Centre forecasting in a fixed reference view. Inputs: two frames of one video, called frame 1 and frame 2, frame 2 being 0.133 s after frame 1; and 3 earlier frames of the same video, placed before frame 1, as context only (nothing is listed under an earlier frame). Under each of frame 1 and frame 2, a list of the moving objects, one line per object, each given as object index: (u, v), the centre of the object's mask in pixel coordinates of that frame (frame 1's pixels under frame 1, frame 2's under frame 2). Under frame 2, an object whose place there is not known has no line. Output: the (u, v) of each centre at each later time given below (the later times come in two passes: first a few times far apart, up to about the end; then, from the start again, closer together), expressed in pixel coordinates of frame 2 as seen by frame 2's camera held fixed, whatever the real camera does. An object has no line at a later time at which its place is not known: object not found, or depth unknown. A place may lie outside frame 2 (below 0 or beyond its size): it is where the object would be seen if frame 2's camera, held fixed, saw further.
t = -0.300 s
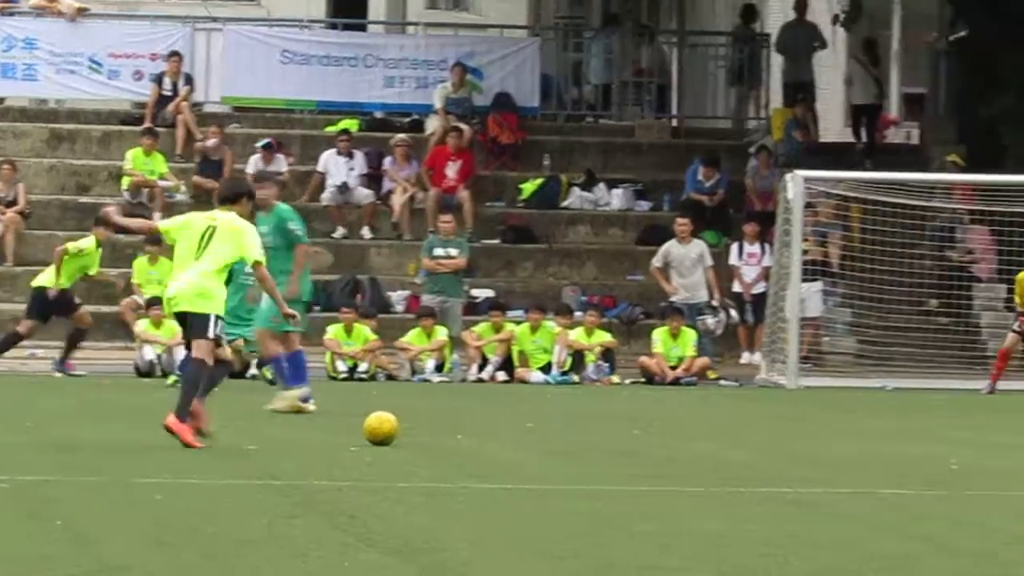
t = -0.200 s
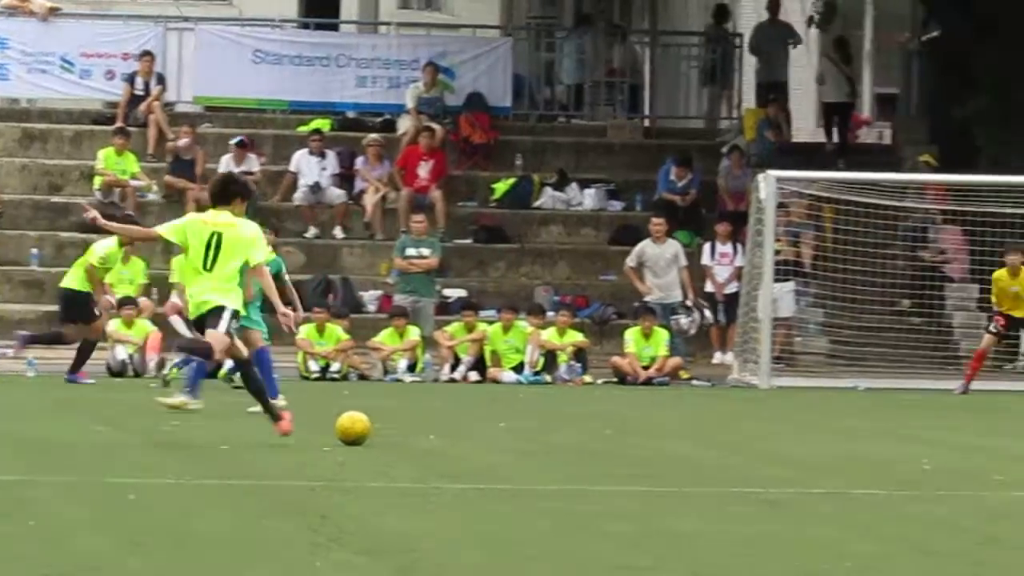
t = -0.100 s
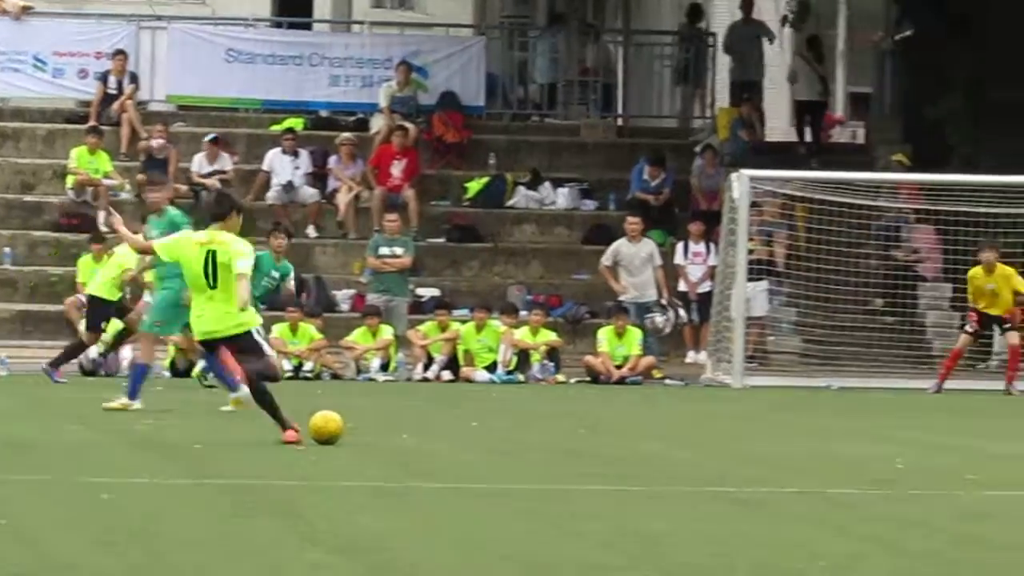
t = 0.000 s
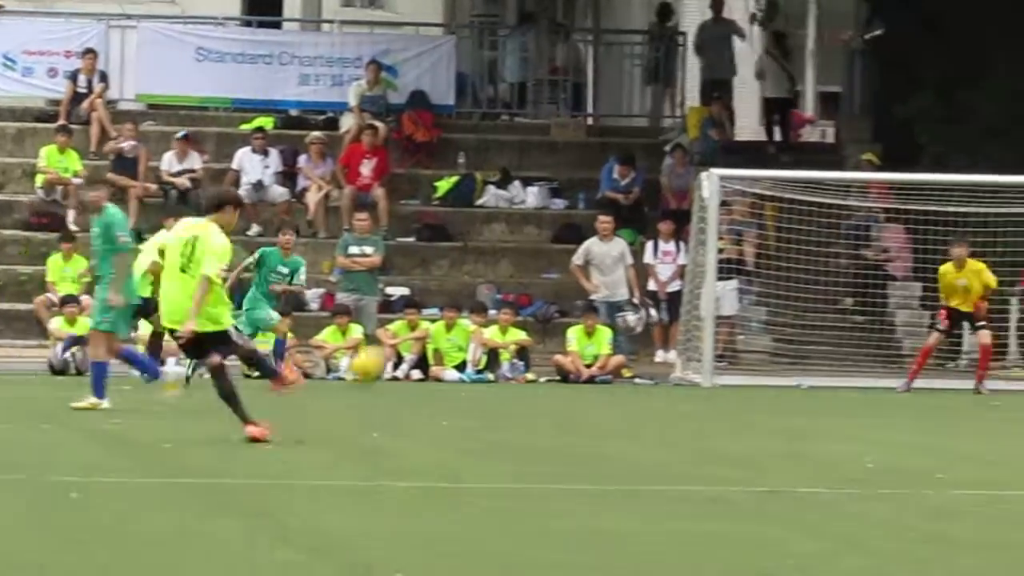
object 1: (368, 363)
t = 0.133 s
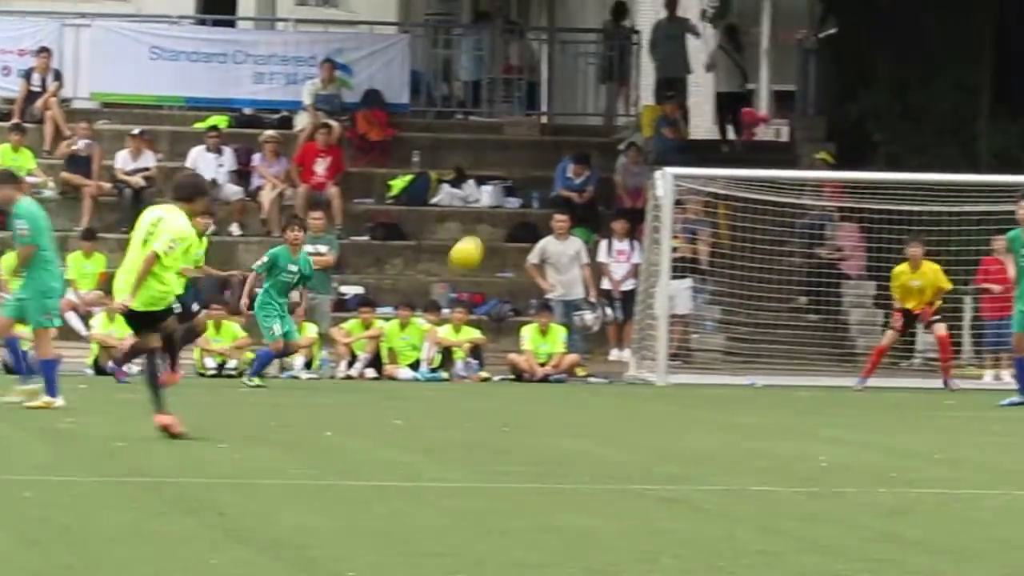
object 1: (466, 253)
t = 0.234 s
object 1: (550, 198)
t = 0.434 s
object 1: (671, 133)
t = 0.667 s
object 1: (756, 123)
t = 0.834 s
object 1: (792, 155)
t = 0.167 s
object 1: (496, 233)
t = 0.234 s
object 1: (550, 198)
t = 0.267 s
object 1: (574, 184)
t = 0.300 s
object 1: (597, 170)
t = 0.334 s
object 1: (617, 159)
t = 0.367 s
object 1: (637, 148)
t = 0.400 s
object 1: (654, 141)
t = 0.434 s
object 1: (671, 133)
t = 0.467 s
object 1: (685, 127)
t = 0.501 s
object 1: (700, 123)
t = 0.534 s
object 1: (714, 121)
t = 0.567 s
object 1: (725, 119)
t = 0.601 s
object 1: (736, 119)
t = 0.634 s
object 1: (746, 120)
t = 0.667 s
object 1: (756, 123)
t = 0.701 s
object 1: (765, 128)
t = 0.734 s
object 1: (773, 134)
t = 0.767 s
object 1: (780, 140)
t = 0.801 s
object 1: (786, 147)
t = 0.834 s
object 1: (792, 155)
